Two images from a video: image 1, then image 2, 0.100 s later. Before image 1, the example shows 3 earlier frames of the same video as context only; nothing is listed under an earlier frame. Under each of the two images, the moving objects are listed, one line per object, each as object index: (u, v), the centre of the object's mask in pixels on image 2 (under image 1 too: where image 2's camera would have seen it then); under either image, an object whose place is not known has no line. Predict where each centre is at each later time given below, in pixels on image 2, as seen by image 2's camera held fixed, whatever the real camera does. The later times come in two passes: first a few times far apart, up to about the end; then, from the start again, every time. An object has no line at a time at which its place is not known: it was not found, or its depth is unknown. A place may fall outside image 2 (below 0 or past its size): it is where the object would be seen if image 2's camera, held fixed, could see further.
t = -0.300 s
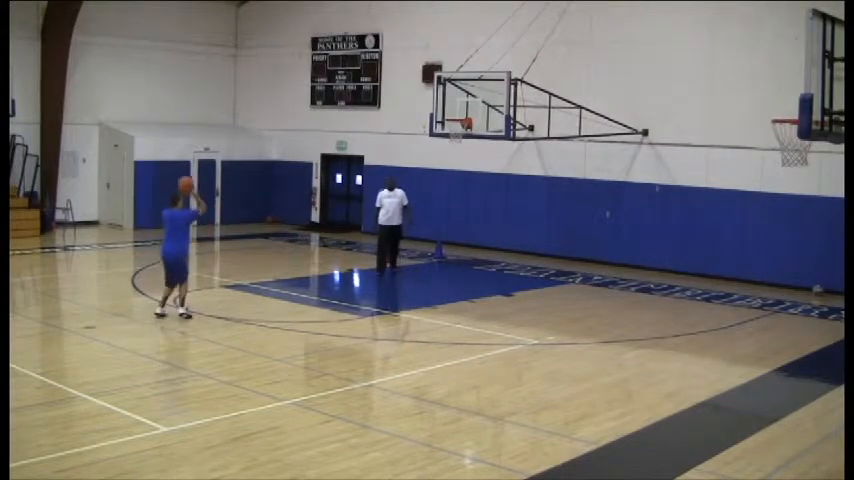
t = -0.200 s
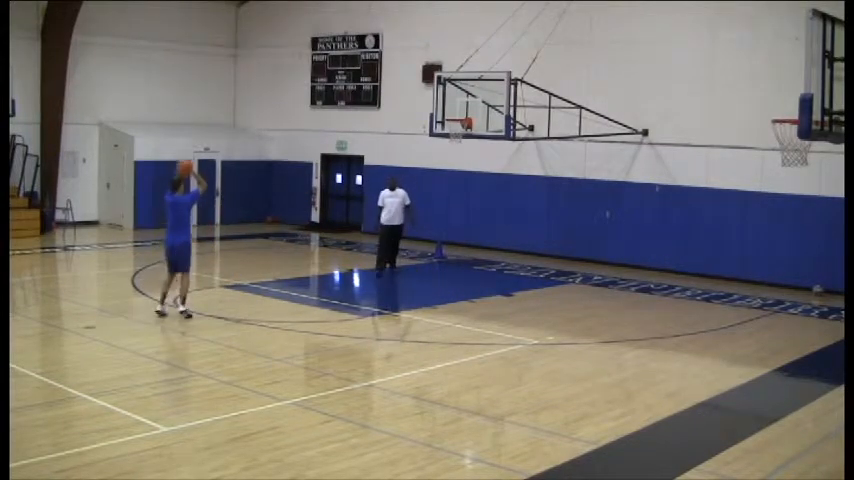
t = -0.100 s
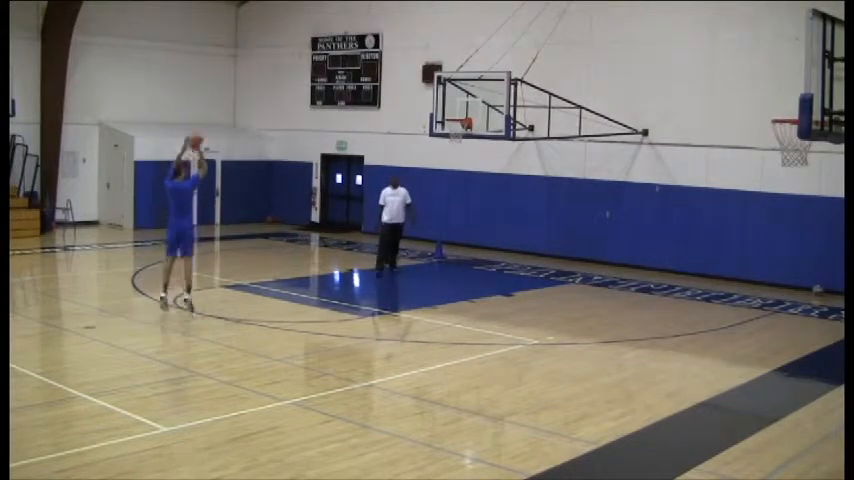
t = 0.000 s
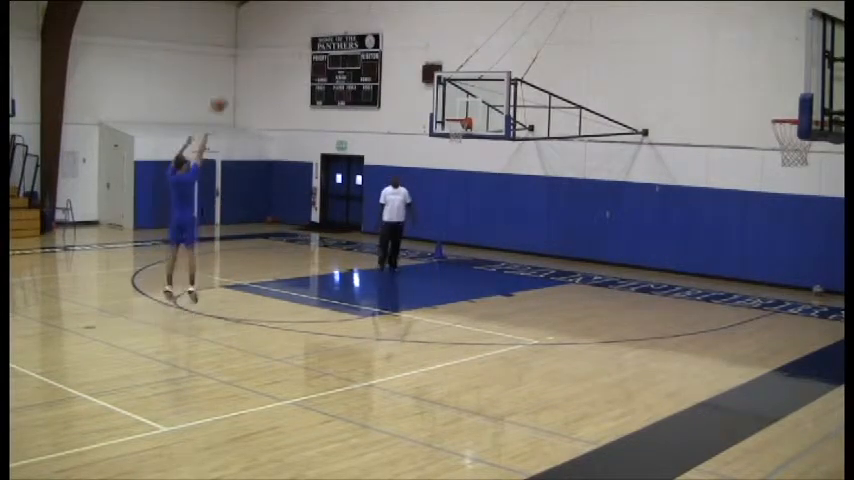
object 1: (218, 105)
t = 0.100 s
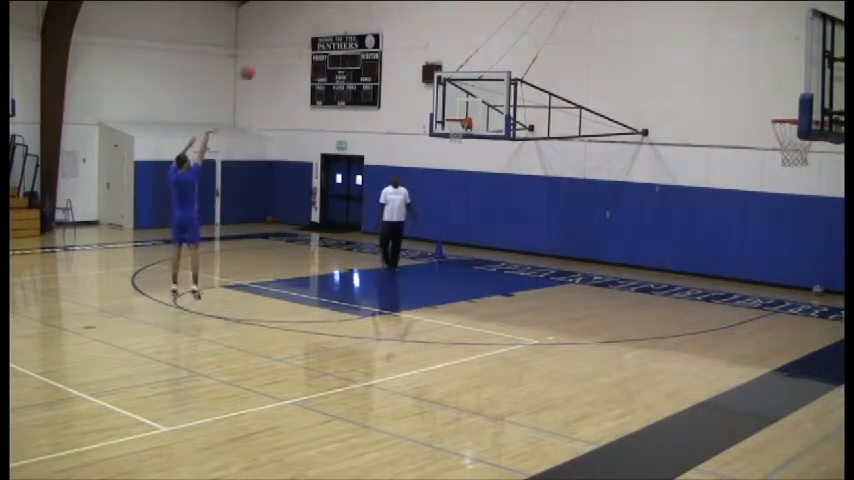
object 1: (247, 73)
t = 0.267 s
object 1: (290, 39)
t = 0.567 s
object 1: (358, 23)
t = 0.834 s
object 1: (407, 51)
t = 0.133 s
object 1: (256, 64)
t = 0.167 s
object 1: (265, 57)
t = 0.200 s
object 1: (273, 50)
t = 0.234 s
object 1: (281, 44)
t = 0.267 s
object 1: (290, 39)
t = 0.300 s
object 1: (298, 34)
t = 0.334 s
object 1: (306, 30)
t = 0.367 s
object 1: (313, 27)
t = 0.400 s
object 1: (321, 25)
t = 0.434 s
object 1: (328, 23)
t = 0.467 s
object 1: (336, 22)
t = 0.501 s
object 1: (343, 22)
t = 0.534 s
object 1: (350, 22)
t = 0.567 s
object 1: (358, 23)
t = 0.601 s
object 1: (364, 25)
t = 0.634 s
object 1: (371, 27)
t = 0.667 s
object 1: (377, 29)
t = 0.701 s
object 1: (384, 32)
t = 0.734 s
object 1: (390, 37)
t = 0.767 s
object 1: (396, 41)
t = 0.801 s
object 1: (402, 46)
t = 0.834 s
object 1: (407, 51)
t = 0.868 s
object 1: (413, 57)
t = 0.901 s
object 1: (418, 64)
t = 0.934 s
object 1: (425, 72)
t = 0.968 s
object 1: (429, 76)
